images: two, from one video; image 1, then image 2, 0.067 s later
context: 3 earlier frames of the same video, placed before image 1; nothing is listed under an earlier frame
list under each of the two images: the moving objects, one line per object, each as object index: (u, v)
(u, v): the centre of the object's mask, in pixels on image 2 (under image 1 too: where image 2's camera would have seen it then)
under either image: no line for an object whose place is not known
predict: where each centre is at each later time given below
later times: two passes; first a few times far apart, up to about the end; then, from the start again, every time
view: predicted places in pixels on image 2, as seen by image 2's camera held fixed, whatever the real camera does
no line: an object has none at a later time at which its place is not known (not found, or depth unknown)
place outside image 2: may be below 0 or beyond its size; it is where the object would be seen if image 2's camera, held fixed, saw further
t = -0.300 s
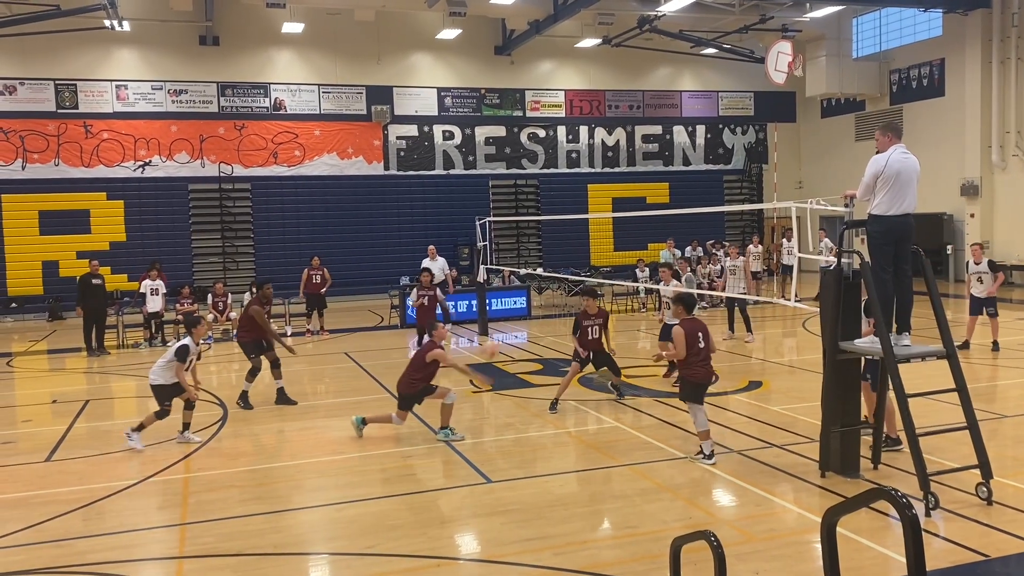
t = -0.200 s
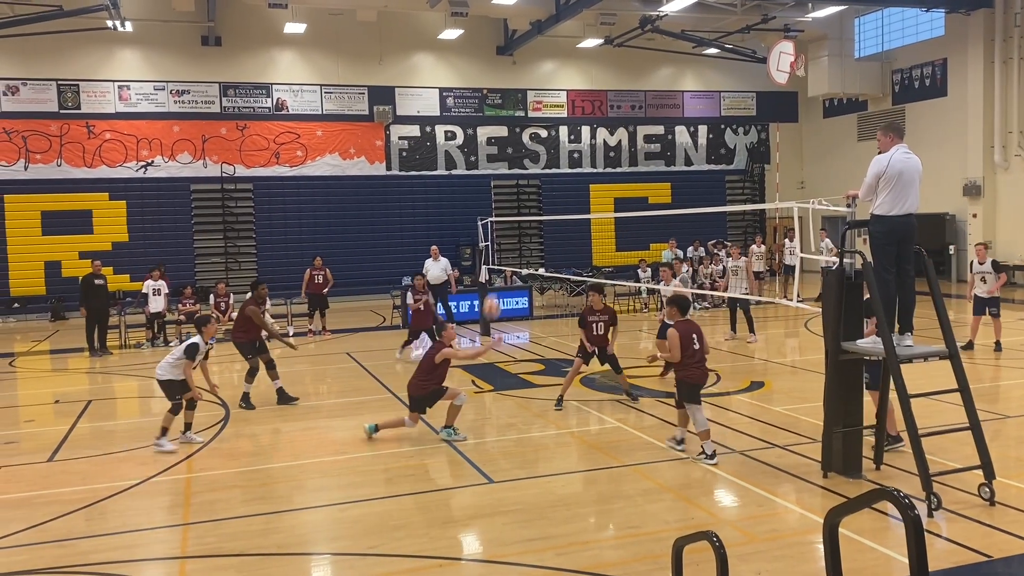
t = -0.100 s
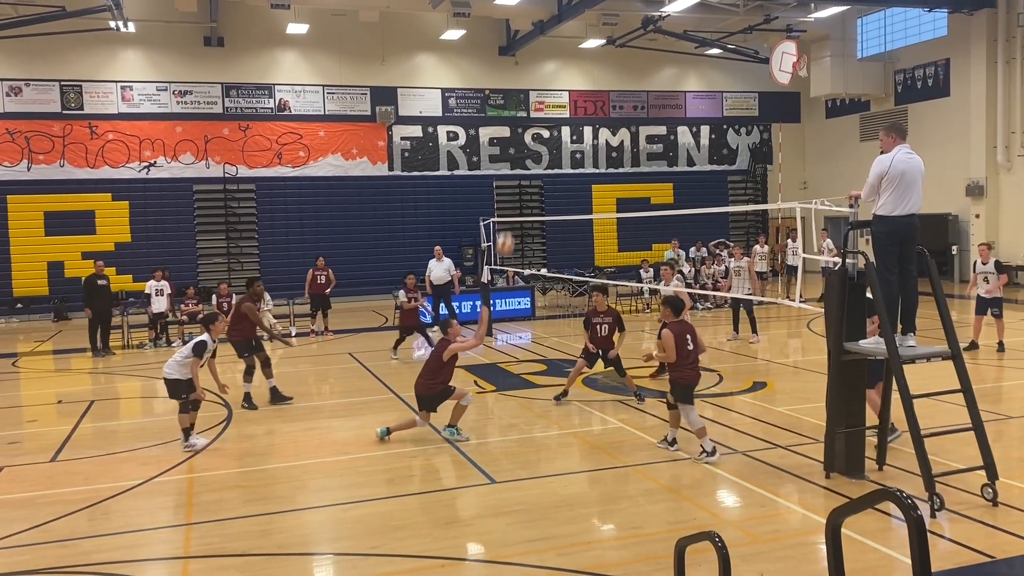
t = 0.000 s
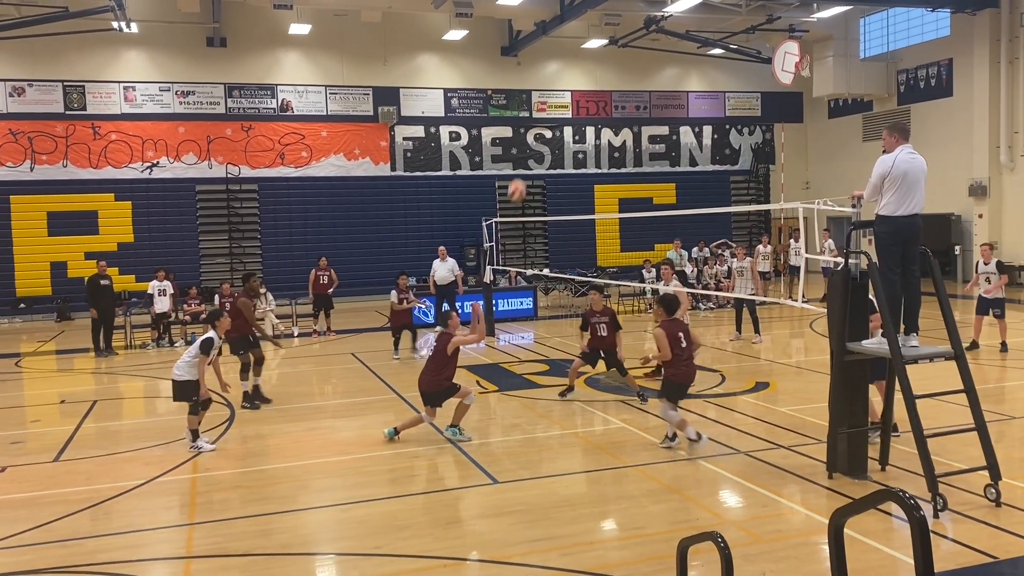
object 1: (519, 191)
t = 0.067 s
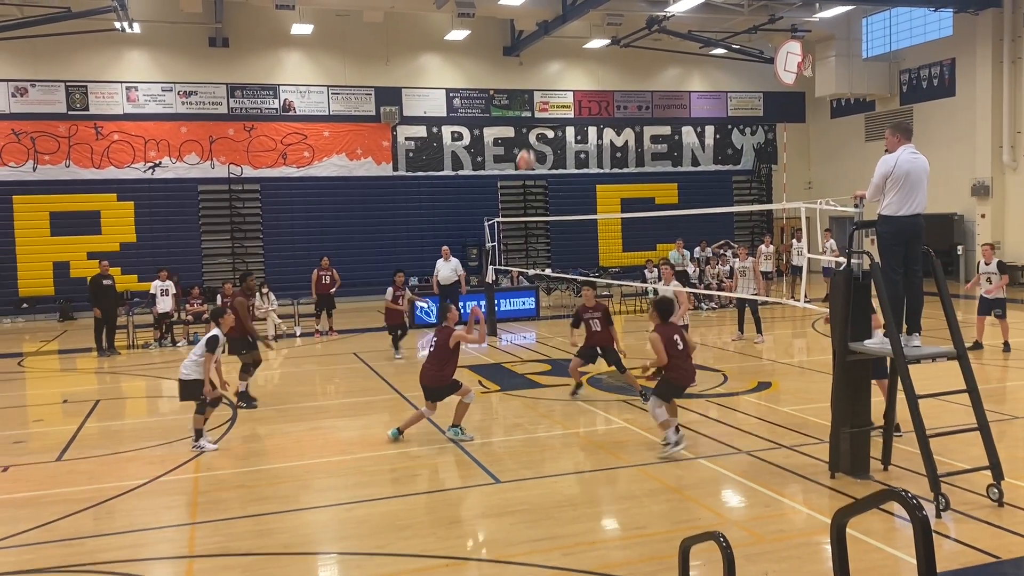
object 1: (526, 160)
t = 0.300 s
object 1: (549, 85)
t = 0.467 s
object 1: (567, 62)
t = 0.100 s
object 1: (529, 147)
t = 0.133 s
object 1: (532, 134)
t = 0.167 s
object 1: (536, 121)
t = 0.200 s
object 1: (539, 111)
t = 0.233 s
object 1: (542, 103)
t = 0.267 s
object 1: (546, 93)
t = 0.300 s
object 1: (549, 85)
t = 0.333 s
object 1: (554, 80)
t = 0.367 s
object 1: (557, 73)
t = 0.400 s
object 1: (561, 69)
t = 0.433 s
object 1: (564, 65)
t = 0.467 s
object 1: (567, 62)
